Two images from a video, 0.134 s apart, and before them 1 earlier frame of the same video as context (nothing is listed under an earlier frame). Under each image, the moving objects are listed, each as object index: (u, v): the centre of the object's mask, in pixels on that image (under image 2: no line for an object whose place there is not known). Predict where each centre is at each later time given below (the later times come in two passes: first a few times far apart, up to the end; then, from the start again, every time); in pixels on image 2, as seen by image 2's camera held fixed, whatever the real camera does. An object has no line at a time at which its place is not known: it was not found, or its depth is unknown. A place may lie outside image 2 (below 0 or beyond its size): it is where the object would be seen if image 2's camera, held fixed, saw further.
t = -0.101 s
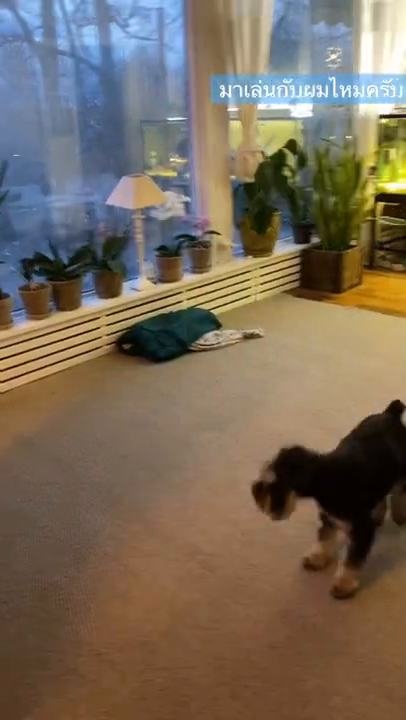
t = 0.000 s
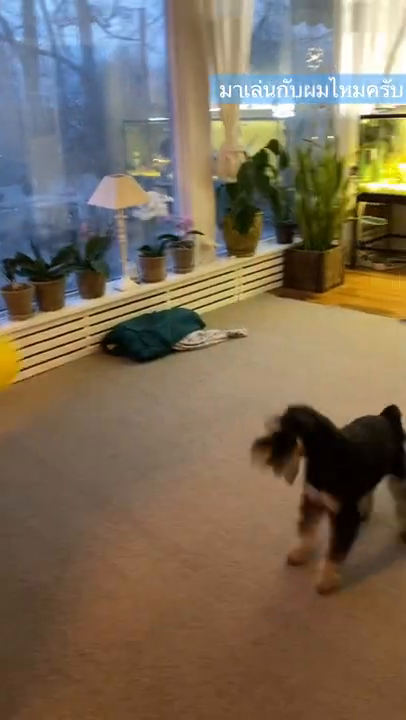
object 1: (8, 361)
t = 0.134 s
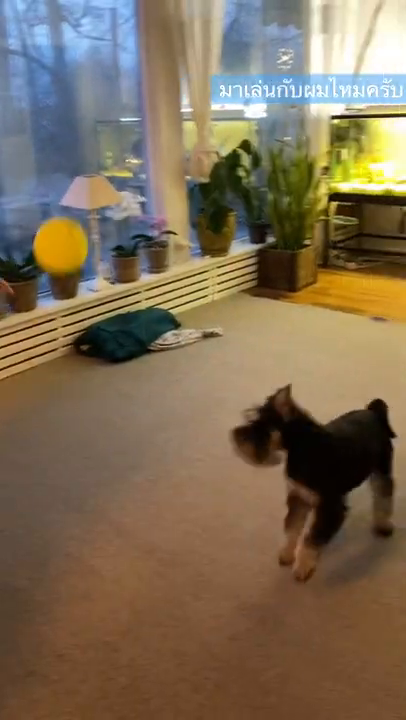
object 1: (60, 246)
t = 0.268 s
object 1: (113, 182)
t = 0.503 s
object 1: (172, 164)
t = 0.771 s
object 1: (227, 245)
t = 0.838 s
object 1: (241, 276)
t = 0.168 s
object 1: (76, 226)
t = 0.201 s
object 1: (91, 206)
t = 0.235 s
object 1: (102, 194)
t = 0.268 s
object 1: (113, 182)
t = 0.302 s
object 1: (123, 173)
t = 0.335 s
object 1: (132, 167)
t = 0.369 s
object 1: (140, 162)
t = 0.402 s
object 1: (148, 160)
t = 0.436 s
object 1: (156, 160)
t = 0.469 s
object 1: (164, 161)
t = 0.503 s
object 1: (172, 164)
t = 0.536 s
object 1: (179, 169)
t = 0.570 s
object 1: (186, 176)
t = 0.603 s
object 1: (194, 183)
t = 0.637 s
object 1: (201, 193)
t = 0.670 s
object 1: (208, 205)
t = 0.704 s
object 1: (215, 217)
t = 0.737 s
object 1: (221, 229)
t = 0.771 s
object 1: (227, 245)
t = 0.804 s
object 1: (234, 260)
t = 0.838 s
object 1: (241, 276)
